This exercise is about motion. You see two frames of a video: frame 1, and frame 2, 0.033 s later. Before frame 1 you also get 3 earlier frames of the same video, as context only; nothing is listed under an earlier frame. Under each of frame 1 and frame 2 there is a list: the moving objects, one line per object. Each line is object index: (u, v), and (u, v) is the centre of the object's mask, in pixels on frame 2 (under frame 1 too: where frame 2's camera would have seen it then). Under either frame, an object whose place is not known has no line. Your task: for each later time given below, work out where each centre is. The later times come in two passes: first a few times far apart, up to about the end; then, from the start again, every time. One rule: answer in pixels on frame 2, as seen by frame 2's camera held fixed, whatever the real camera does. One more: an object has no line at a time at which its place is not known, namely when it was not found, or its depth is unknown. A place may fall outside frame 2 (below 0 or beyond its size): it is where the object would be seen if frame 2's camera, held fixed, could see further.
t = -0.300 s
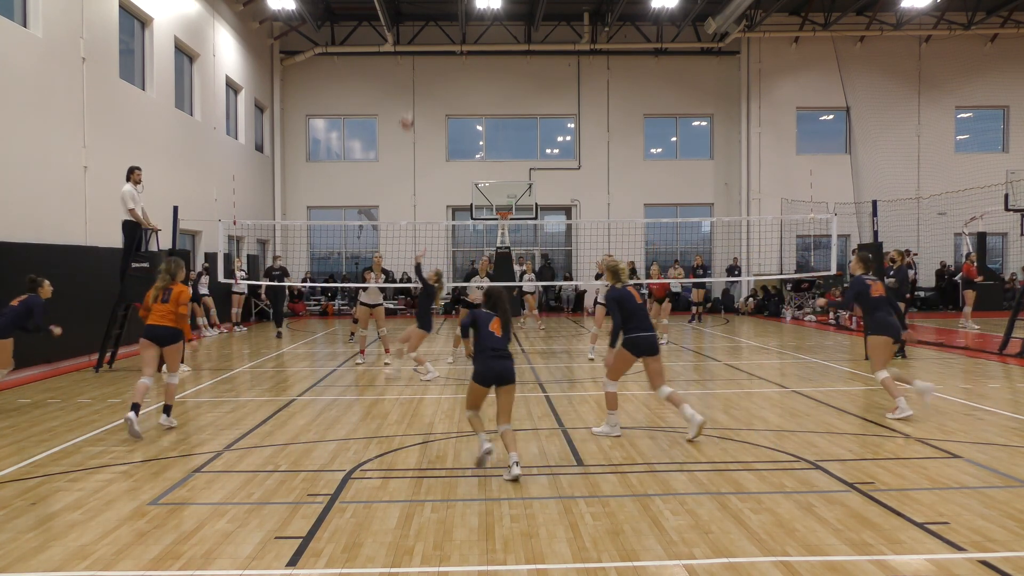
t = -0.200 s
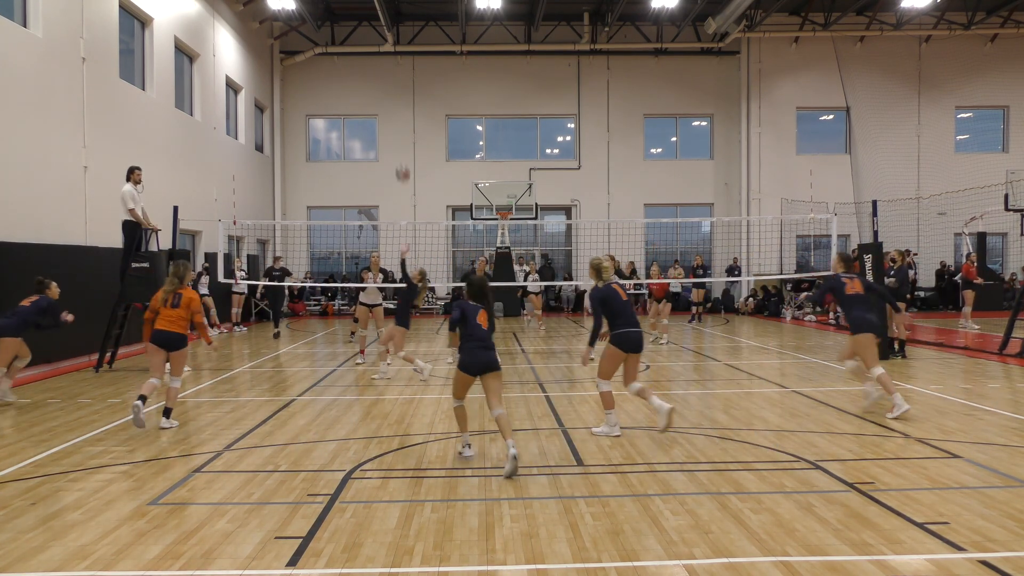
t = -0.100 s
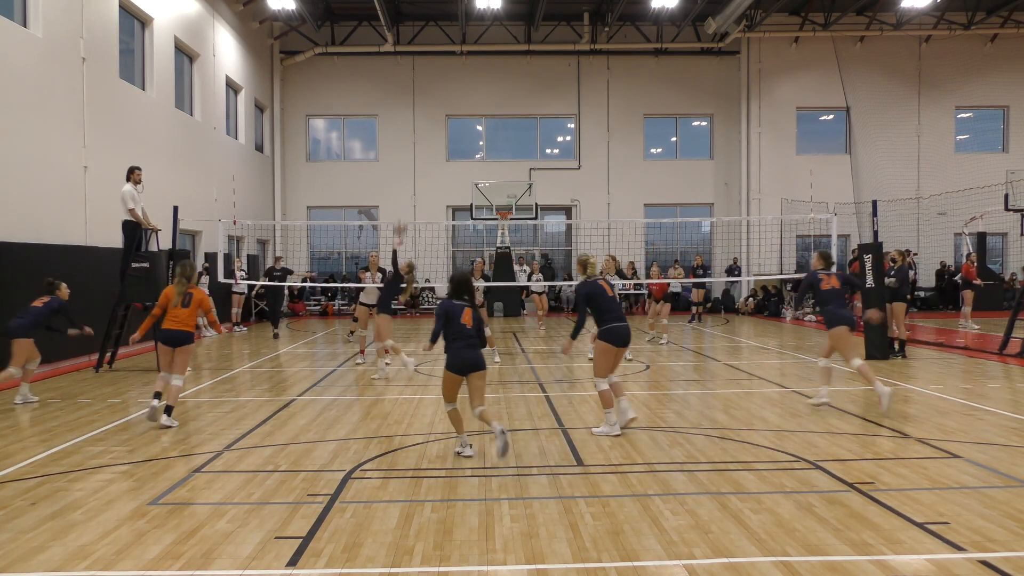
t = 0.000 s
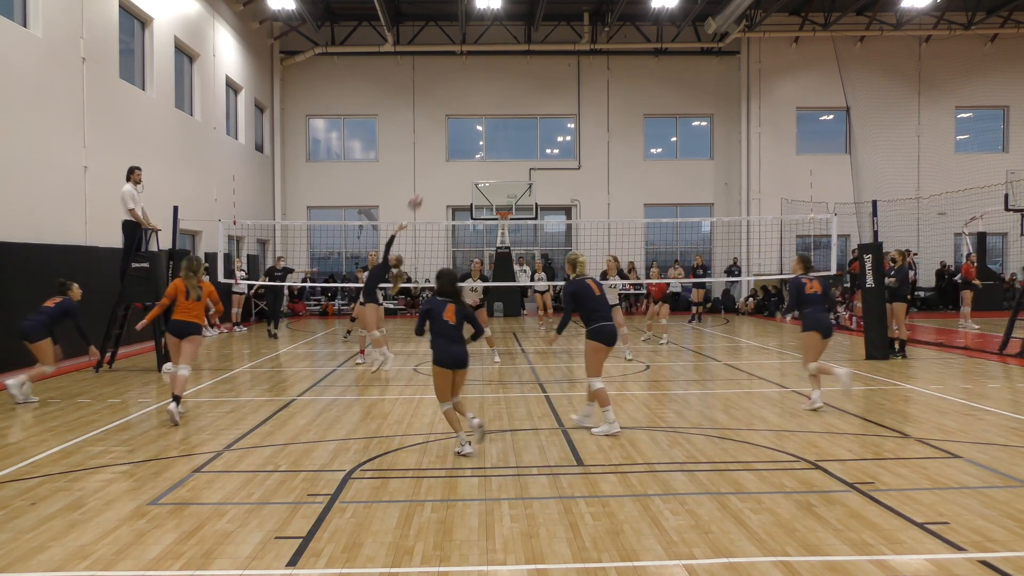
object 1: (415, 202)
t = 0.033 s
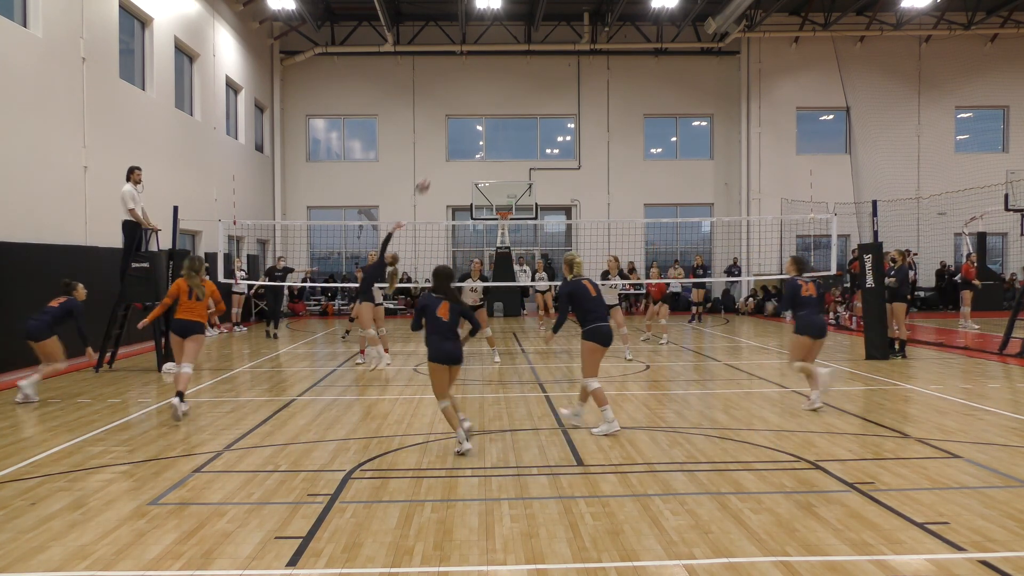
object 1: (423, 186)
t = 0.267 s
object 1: (470, 95)
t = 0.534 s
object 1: (523, 44)
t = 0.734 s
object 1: (561, 37)
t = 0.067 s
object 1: (430, 171)
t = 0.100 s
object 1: (436, 156)
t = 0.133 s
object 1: (443, 142)
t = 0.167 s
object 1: (451, 129)
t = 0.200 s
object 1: (457, 117)
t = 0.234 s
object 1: (463, 106)
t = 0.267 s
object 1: (470, 95)
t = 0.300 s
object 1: (477, 86)
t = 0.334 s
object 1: (483, 77)
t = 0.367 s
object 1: (490, 70)
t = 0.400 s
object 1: (497, 63)
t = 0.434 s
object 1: (503, 57)
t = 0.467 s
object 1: (510, 51)
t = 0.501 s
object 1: (517, 48)
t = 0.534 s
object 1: (523, 44)
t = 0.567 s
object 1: (529, 40)
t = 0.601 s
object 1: (536, 39)
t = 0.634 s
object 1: (542, 37)
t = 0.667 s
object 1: (549, 37)
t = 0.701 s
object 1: (555, 37)
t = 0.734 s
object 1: (561, 37)
